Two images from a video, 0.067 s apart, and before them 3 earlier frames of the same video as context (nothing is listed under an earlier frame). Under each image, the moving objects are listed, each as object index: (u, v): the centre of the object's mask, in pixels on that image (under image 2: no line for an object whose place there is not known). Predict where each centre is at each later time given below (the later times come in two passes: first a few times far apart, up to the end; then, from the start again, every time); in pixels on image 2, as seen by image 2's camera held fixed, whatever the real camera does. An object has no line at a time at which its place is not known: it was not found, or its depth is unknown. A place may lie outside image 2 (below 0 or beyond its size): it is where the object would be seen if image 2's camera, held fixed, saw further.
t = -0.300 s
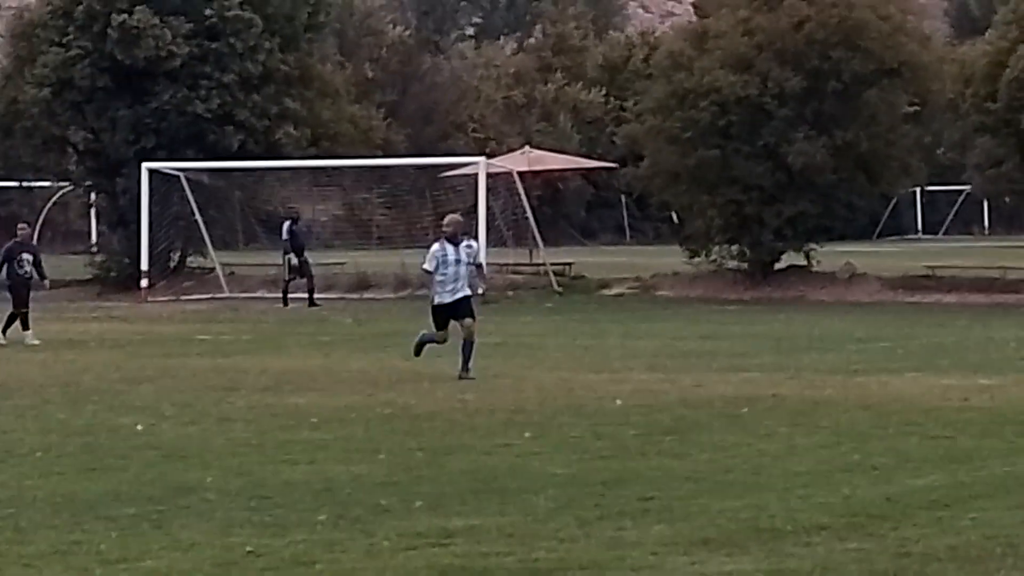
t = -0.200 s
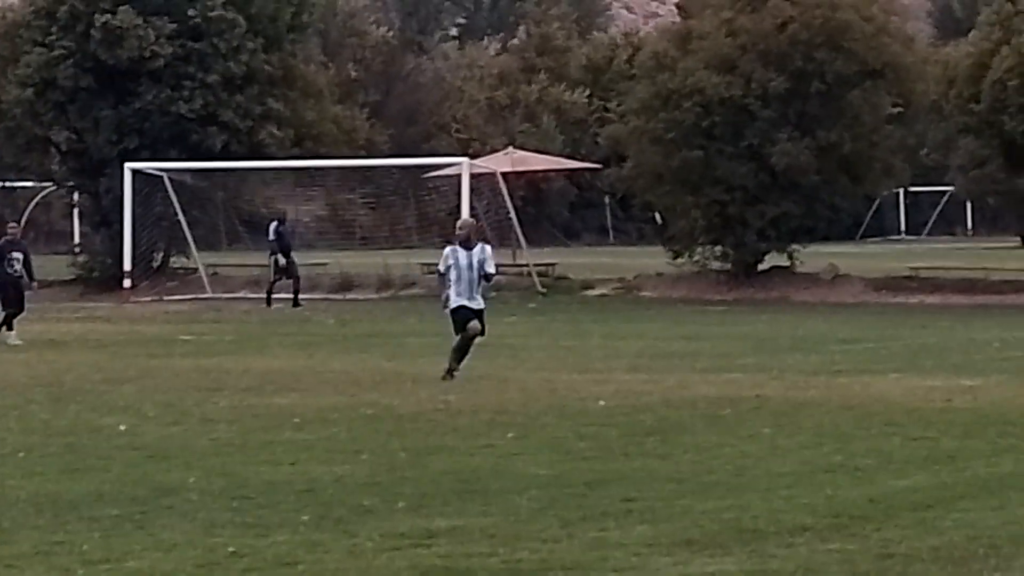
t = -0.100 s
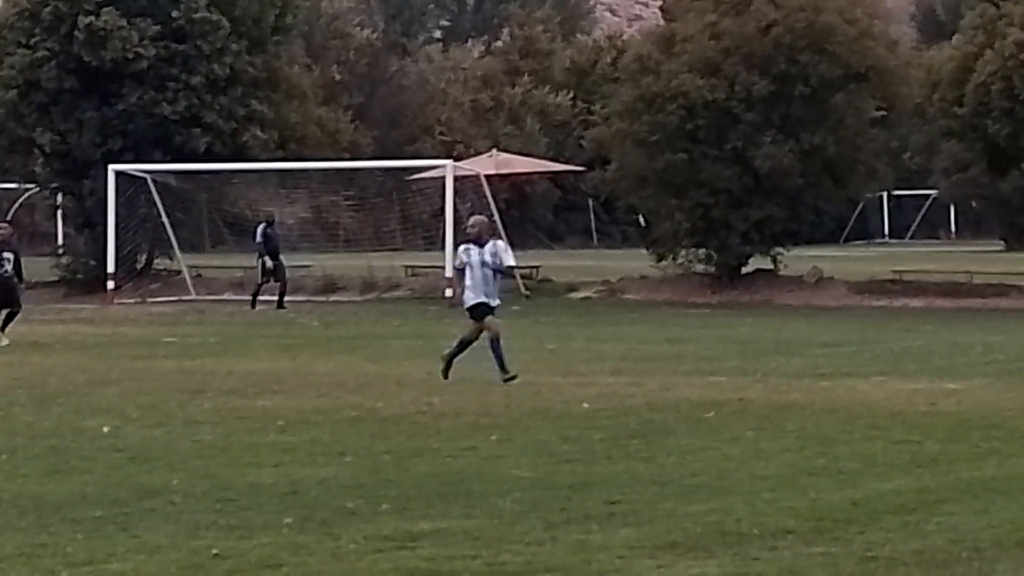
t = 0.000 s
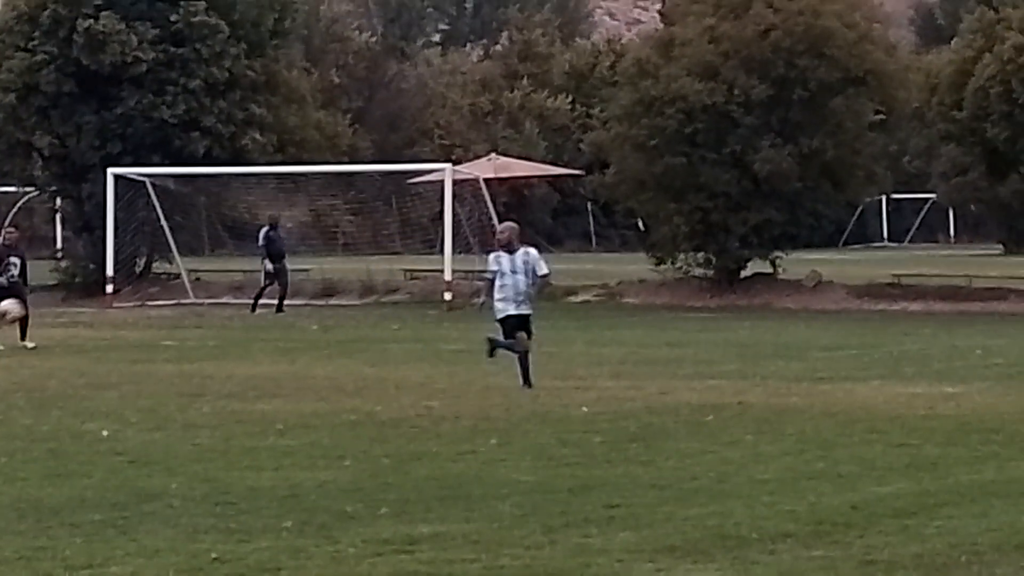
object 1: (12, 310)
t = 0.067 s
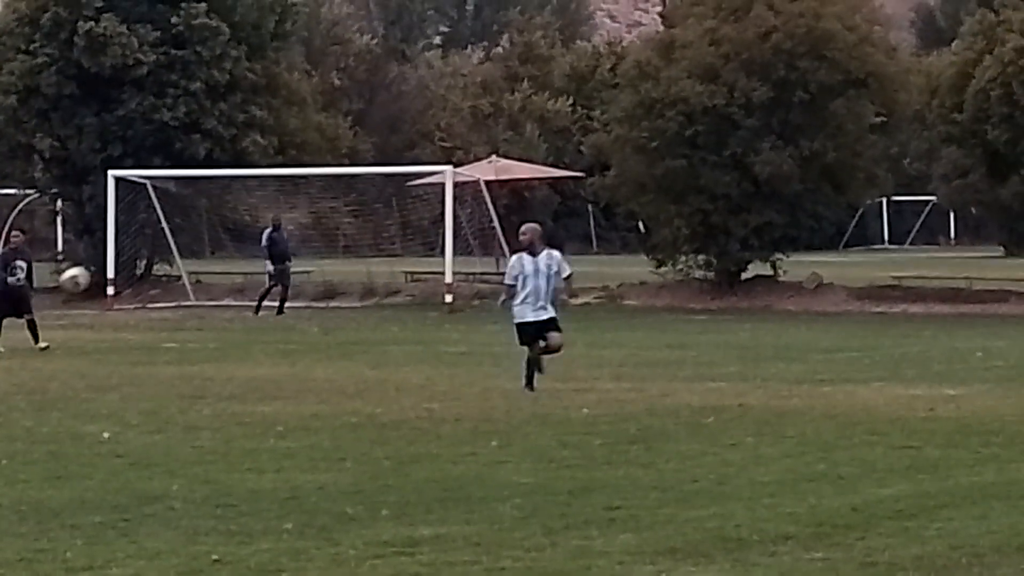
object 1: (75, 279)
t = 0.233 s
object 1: (236, 219)
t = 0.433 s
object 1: (426, 191)
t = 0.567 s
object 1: (558, 199)
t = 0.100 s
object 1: (106, 263)
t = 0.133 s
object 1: (138, 250)
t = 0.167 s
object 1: (171, 238)
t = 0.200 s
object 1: (204, 227)
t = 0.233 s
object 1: (236, 219)
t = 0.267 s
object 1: (268, 210)
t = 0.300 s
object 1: (302, 203)
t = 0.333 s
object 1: (334, 197)
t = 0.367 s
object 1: (365, 193)
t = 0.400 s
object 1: (397, 191)
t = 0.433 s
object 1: (426, 191)
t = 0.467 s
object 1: (463, 189)
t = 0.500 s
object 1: (493, 190)
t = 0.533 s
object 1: (527, 194)
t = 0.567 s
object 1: (558, 199)
